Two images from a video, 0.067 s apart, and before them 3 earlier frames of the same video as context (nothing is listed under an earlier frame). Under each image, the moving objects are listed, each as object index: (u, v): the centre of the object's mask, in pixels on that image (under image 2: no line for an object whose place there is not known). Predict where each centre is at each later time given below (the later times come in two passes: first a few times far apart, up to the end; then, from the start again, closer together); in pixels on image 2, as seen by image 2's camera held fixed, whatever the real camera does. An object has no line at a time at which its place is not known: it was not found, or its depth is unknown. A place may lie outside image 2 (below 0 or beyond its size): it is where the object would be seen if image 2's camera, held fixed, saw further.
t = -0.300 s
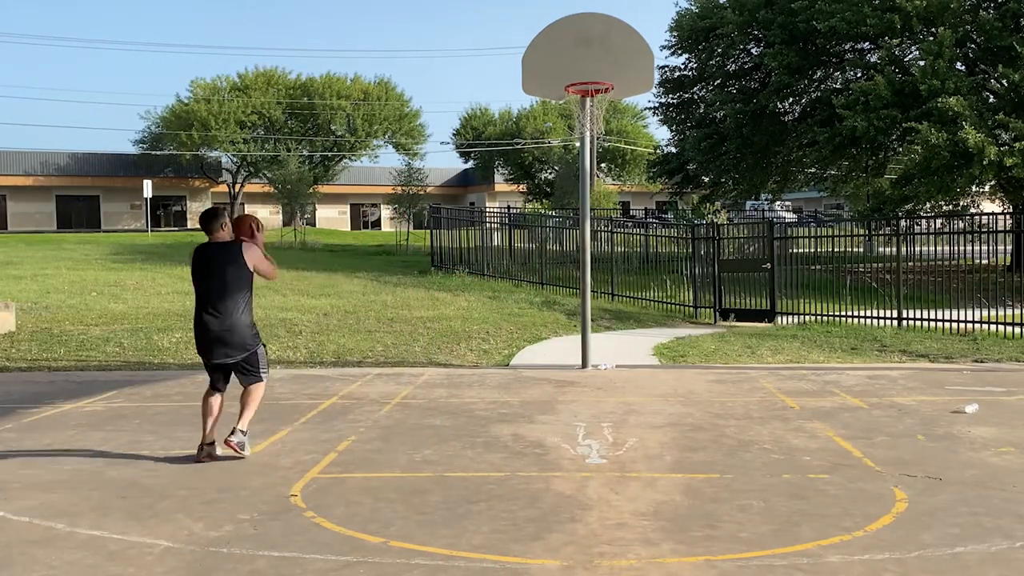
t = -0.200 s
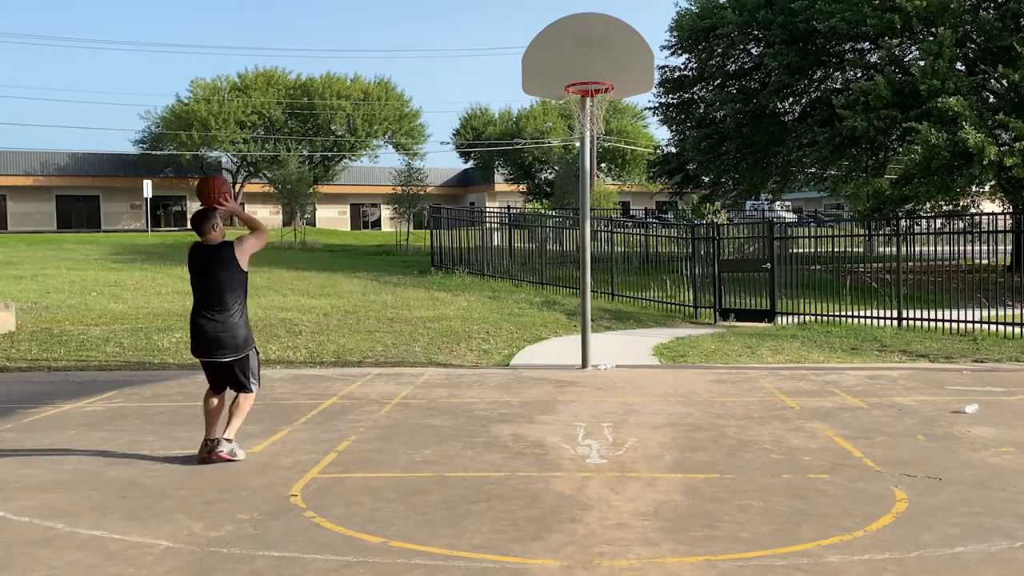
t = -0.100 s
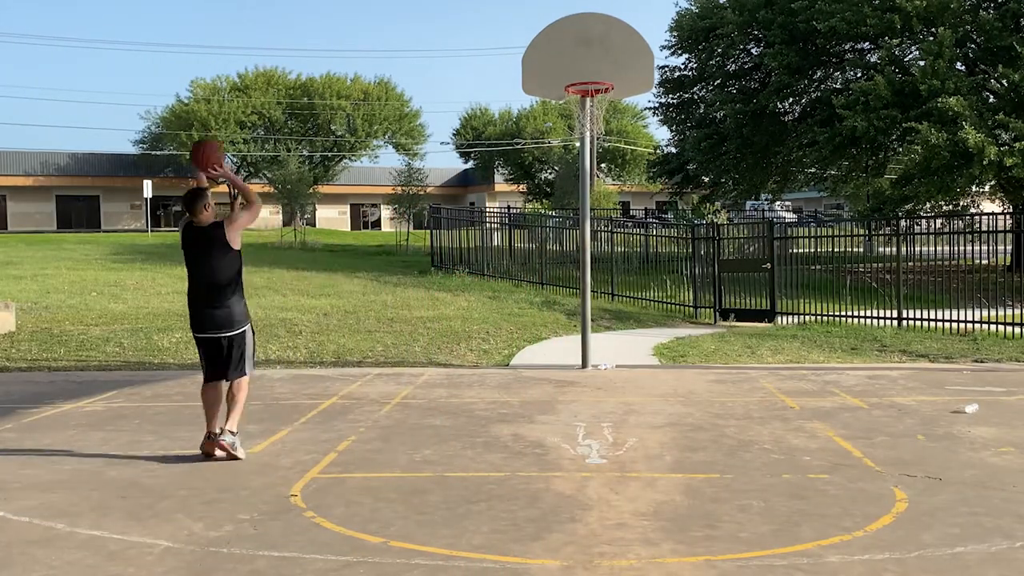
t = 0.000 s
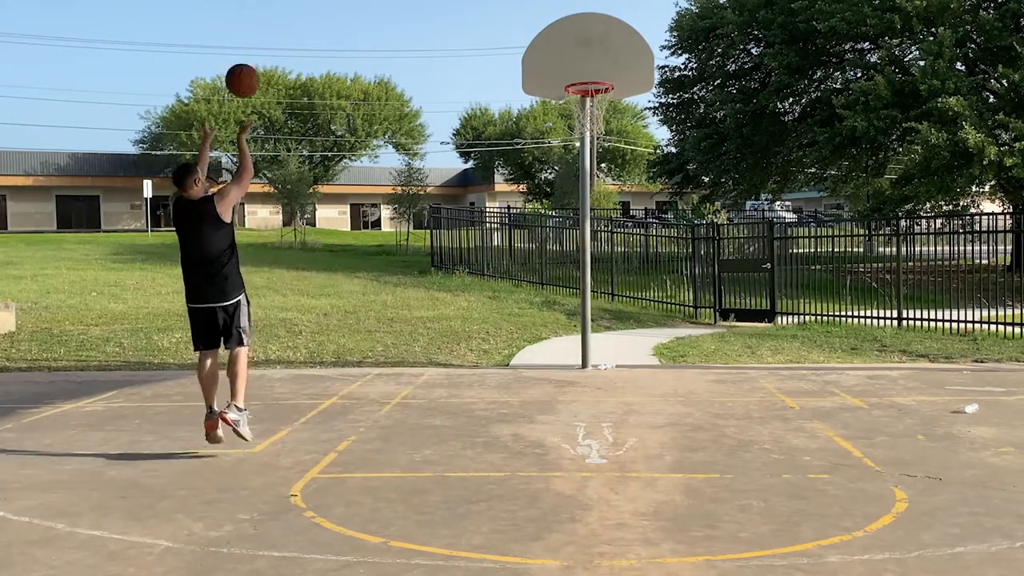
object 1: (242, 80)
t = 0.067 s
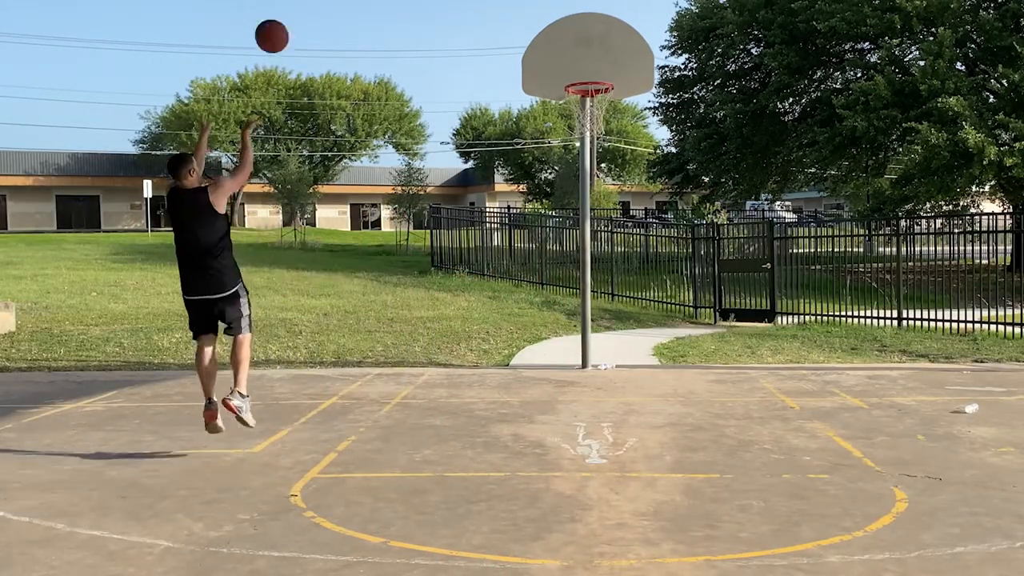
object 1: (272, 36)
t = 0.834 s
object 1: (535, 3)
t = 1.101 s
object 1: (582, 49)
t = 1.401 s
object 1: (584, 8)
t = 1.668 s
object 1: (588, 49)
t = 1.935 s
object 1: (594, 180)
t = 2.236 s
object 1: (605, 401)
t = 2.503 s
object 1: (624, 268)
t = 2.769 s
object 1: (643, 221)
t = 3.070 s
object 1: (671, 280)
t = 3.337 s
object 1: (698, 441)
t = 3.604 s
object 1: (720, 344)
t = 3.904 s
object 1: (750, 355)
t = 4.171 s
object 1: (781, 449)
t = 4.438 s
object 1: (808, 398)
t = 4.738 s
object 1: (846, 479)
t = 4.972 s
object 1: (879, 441)
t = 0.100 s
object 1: (286, 17)
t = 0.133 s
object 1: (300, 7)
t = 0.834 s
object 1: (535, 3)
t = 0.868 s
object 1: (544, 9)
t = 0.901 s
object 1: (553, 21)
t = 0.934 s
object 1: (561, 36)
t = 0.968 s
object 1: (570, 51)
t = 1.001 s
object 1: (578, 67)
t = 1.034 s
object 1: (581, 70)
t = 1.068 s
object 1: (582, 59)
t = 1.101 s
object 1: (582, 49)
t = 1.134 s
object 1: (582, 39)
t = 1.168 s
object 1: (582, 31)
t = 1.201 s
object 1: (583, 24)
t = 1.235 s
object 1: (583, 18)
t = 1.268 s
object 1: (583, 13)
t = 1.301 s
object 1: (583, 10)
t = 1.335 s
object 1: (584, 9)
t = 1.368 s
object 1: (584, 8)
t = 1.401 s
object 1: (584, 8)
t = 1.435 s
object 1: (585, 9)
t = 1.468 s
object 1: (585, 10)
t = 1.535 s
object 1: (586, 16)
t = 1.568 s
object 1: (587, 22)
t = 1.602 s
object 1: (587, 30)
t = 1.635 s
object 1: (588, 39)
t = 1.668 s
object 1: (588, 49)
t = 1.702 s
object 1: (588, 60)
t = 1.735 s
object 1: (589, 73)
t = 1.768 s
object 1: (590, 88)
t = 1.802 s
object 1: (591, 103)
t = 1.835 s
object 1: (591, 121)
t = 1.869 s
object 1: (593, 139)
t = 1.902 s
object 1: (594, 159)
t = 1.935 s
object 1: (594, 180)
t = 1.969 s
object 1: (596, 203)
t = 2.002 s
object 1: (597, 228)
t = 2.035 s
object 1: (598, 254)
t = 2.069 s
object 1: (599, 281)
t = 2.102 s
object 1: (600, 310)
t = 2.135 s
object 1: (602, 341)
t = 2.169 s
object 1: (603, 373)
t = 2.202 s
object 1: (604, 407)
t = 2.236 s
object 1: (605, 401)
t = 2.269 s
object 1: (608, 380)
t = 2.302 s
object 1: (610, 361)
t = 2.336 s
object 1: (612, 342)
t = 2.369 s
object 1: (614, 325)
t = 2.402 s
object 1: (616, 309)
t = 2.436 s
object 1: (619, 295)
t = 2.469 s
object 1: (621, 281)
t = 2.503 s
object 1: (624, 268)
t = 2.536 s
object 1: (626, 259)
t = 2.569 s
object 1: (628, 249)
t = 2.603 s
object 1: (630, 240)
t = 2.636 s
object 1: (633, 234)
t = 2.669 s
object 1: (635, 229)
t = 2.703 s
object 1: (638, 224)
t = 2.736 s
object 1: (641, 222)
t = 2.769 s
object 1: (643, 221)
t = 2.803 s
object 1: (646, 221)
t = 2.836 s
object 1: (649, 223)
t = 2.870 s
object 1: (652, 227)
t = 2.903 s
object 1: (655, 232)
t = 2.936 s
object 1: (657, 239)
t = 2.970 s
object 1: (661, 246)
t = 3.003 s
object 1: (664, 256)
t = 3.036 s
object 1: (667, 267)
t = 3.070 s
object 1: (671, 280)
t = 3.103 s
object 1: (673, 294)
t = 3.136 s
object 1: (677, 311)
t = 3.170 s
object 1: (680, 328)
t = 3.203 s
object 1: (683, 348)
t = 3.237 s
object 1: (687, 369)
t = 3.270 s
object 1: (690, 392)
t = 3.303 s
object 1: (694, 417)
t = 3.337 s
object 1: (698, 441)
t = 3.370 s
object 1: (700, 424)
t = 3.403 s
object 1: (703, 409)
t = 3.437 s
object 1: (706, 394)
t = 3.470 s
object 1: (708, 381)
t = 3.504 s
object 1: (712, 369)
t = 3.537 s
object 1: (714, 359)
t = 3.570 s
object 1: (717, 351)
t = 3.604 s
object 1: (720, 344)
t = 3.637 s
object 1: (723, 339)
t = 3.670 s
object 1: (726, 335)
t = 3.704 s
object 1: (730, 333)
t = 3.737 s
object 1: (733, 332)
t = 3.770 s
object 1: (736, 333)
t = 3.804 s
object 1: (739, 336)
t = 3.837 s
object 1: (743, 341)
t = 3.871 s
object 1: (747, 347)
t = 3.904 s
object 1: (750, 355)
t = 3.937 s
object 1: (754, 364)
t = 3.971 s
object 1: (758, 376)
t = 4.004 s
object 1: (761, 389)
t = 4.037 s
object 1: (765, 404)
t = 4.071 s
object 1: (769, 422)
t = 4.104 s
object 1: (774, 440)
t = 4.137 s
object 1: (778, 460)
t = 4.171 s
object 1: (781, 449)
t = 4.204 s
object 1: (784, 436)
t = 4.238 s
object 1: (787, 426)
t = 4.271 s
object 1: (791, 417)
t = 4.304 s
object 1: (794, 410)
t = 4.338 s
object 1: (798, 404)
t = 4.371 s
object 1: (801, 400)
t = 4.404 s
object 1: (805, 398)
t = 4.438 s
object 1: (808, 398)
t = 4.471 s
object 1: (812, 399)
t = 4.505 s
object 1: (816, 403)
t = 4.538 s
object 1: (820, 408)
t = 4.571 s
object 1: (824, 415)
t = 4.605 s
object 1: (828, 424)
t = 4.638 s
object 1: (833, 435)
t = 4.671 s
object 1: (837, 448)
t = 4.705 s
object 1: (842, 463)
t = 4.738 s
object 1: (846, 479)
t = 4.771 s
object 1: (850, 468)
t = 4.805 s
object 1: (855, 459)
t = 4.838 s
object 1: (860, 452)
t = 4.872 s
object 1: (865, 446)
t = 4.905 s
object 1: (869, 443)
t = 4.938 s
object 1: (874, 441)
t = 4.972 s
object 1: (879, 441)
